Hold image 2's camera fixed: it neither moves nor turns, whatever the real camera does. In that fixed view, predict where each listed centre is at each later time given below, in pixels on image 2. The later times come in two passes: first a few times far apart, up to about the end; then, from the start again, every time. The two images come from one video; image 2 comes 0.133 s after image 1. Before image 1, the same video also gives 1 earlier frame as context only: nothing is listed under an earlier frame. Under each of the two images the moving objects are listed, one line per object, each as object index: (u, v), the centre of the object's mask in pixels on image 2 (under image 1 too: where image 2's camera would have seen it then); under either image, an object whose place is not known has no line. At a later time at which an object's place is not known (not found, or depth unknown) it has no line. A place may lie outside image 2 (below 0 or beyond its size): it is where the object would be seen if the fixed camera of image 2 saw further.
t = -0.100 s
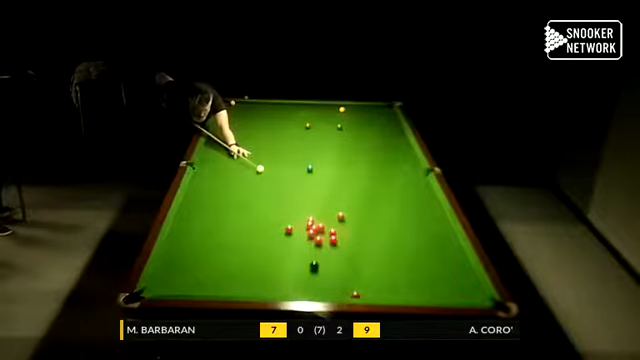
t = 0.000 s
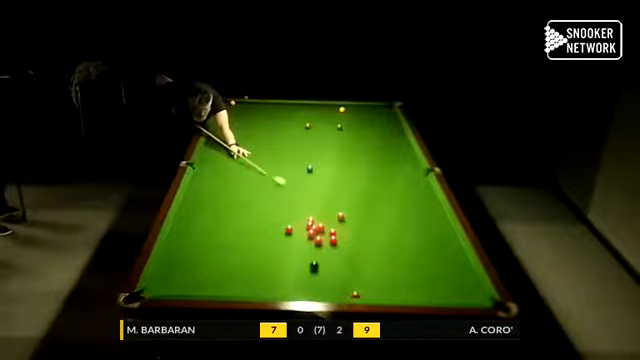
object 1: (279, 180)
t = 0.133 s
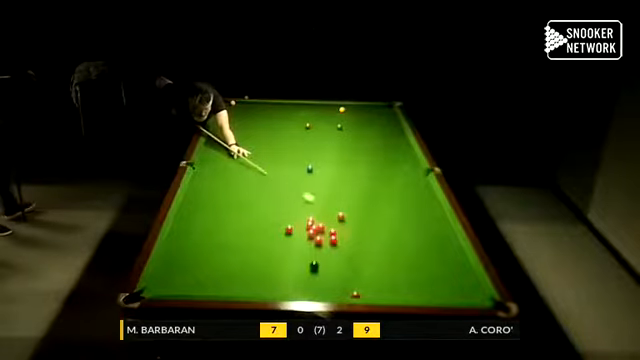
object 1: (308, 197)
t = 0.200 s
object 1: (322, 205)
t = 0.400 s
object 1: (336, 216)
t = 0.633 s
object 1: (344, 225)
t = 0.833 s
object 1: (352, 233)
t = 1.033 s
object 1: (359, 241)
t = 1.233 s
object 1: (366, 248)
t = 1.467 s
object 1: (374, 257)
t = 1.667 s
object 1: (382, 265)
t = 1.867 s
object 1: (389, 273)
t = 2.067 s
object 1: (390, 281)
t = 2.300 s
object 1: (391, 291)
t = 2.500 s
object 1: (392, 295)
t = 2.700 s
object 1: (390, 292)
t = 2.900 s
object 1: (388, 286)
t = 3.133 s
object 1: (385, 282)
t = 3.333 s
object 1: (384, 279)
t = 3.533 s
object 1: (382, 276)
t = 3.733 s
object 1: (381, 274)
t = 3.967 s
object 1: (380, 272)
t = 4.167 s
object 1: (381, 271)
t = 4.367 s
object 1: (381, 271)
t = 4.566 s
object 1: (381, 271)
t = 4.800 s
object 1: (381, 271)
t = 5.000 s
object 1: (380, 270)
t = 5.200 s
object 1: (380, 270)
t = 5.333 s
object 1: (380, 270)
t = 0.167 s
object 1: (314, 201)
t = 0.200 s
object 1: (322, 205)
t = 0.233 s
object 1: (328, 209)
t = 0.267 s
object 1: (334, 213)
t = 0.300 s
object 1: (334, 214)
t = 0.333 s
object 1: (335, 214)
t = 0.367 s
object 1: (335, 215)
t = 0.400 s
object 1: (336, 216)
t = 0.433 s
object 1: (336, 217)
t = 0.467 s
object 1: (337, 217)
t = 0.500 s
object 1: (339, 220)
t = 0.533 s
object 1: (340, 222)
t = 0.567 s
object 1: (341, 223)
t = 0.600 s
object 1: (343, 224)
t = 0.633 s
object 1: (344, 225)
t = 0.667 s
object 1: (345, 226)
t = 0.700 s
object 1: (347, 228)
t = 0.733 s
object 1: (347, 228)
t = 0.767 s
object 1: (349, 230)
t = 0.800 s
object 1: (351, 232)
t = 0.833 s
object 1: (352, 233)
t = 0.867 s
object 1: (353, 234)
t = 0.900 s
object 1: (354, 236)
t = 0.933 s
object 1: (356, 237)
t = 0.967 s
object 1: (357, 238)
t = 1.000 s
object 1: (358, 240)
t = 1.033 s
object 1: (359, 241)
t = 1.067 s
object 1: (360, 242)
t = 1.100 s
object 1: (362, 244)
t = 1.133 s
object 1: (363, 245)
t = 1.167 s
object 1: (364, 246)
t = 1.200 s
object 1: (365, 247)
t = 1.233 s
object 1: (366, 248)
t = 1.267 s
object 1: (367, 250)
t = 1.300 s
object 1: (369, 251)
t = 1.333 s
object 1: (370, 252)
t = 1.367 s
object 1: (371, 254)
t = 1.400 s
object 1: (372, 255)
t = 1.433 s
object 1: (373, 255)
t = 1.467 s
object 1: (374, 257)
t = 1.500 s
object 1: (376, 258)
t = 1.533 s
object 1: (377, 260)
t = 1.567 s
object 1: (378, 261)
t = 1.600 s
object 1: (379, 262)
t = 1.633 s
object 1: (380, 264)
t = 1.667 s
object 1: (382, 265)
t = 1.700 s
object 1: (383, 266)
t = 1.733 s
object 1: (384, 268)
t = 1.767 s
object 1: (386, 269)
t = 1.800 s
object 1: (388, 271)
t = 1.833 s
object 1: (388, 272)
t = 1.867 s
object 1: (389, 273)
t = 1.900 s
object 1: (389, 275)
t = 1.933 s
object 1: (389, 276)
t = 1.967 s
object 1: (390, 278)
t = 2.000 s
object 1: (390, 279)
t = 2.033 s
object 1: (390, 280)
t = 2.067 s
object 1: (390, 281)
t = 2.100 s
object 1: (391, 283)
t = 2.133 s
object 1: (391, 284)
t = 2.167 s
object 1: (391, 286)
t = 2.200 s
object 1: (391, 287)
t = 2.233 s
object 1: (391, 288)
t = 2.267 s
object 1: (391, 289)
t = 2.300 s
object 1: (391, 291)
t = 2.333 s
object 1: (391, 292)
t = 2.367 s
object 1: (391, 293)
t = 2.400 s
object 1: (392, 294)
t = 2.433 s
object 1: (392, 295)
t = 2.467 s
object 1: (392, 295)
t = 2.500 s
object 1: (392, 295)
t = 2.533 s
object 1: (391, 294)
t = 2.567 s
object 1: (391, 294)
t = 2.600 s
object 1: (390, 293)
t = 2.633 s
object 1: (390, 293)
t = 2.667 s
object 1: (390, 292)
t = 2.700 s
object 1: (390, 292)
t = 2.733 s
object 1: (389, 290)
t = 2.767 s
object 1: (389, 290)
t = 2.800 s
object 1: (388, 289)
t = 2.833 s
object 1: (388, 288)
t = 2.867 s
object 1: (388, 287)
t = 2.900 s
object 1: (388, 286)
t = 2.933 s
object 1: (387, 286)
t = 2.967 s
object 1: (387, 285)
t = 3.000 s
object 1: (387, 285)
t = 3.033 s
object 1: (386, 284)
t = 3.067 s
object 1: (386, 283)
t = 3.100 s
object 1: (386, 282)
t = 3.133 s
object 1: (385, 282)
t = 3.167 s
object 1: (385, 281)
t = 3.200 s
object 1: (385, 281)
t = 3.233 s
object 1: (385, 280)
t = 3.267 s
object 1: (385, 280)
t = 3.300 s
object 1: (384, 279)
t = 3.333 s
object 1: (384, 279)
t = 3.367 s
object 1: (384, 278)
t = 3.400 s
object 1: (383, 277)
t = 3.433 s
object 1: (383, 277)
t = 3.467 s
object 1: (383, 277)
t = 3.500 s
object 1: (383, 276)
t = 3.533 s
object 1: (382, 276)
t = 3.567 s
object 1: (382, 276)
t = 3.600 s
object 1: (382, 275)
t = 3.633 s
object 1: (382, 275)
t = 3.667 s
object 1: (382, 274)
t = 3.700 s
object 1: (382, 274)
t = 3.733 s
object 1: (381, 274)
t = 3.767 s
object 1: (381, 273)
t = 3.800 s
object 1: (381, 273)
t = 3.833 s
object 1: (381, 273)
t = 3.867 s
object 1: (381, 273)
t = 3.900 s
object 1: (381, 273)
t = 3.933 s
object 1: (381, 273)
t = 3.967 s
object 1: (380, 272)
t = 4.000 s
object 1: (380, 272)
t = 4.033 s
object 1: (381, 271)
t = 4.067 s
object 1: (381, 271)
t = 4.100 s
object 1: (381, 271)
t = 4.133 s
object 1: (381, 271)
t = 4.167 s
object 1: (381, 271)
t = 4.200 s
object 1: (381, 271)
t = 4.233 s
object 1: (381, 271)
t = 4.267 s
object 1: (381, 271)
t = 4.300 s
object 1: (381, 271)
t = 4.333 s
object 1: (381, 271)
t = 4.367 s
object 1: (381, 271)
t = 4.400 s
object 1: (381, 270)
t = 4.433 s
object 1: (381, 271)
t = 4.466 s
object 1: (381, 271)
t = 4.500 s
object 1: (381, 271)
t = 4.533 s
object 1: (381, 271)
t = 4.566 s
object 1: (381, 271)
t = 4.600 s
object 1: (381, 271)
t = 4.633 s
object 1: (381, 271)
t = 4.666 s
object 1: (381, 271)
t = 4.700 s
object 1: (381, 271)
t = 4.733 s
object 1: (381, 271)
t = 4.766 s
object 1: (381, 271)
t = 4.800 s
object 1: (381, 271)
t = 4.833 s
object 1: (381, 271)
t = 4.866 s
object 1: (381, 271)
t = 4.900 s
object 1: (381, 271)
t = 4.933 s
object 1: (380, 270)
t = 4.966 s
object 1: (380, 270)
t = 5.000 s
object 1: (380, 270)
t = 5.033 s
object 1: (380, 270)
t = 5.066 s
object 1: (380, 270)
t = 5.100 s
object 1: (380, 270)
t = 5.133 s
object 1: (380, 270)
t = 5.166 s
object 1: (380, 270)
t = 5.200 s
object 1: (380, 270)
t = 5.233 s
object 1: (380, 270)
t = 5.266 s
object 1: (380, 270)
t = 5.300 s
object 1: (380, 270)
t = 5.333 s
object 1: (380, 270)
